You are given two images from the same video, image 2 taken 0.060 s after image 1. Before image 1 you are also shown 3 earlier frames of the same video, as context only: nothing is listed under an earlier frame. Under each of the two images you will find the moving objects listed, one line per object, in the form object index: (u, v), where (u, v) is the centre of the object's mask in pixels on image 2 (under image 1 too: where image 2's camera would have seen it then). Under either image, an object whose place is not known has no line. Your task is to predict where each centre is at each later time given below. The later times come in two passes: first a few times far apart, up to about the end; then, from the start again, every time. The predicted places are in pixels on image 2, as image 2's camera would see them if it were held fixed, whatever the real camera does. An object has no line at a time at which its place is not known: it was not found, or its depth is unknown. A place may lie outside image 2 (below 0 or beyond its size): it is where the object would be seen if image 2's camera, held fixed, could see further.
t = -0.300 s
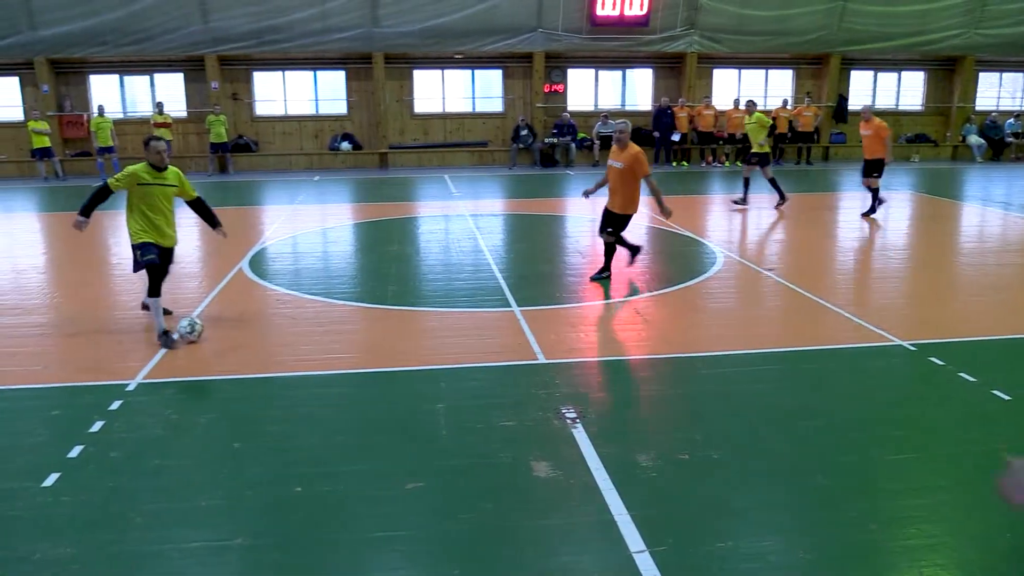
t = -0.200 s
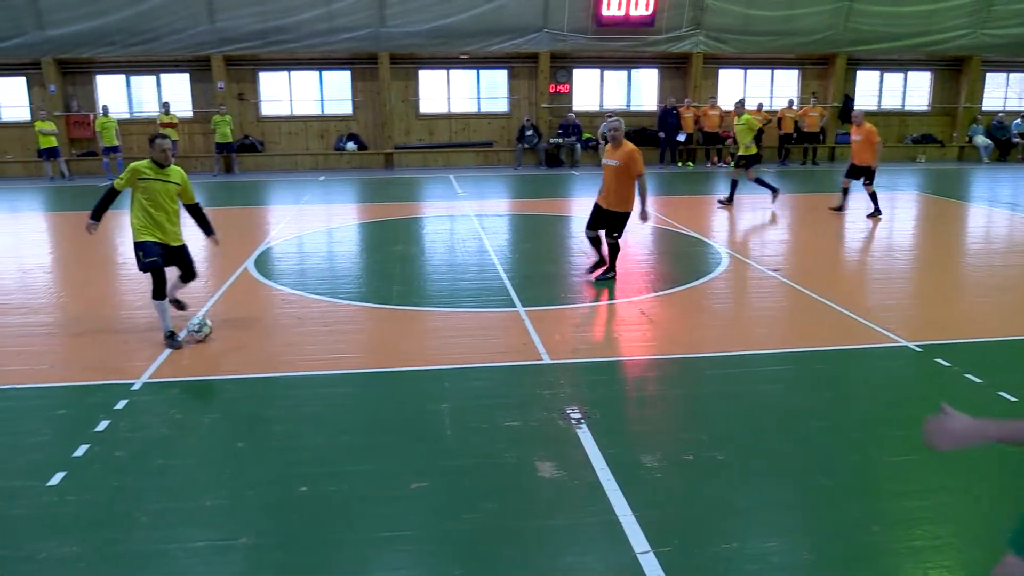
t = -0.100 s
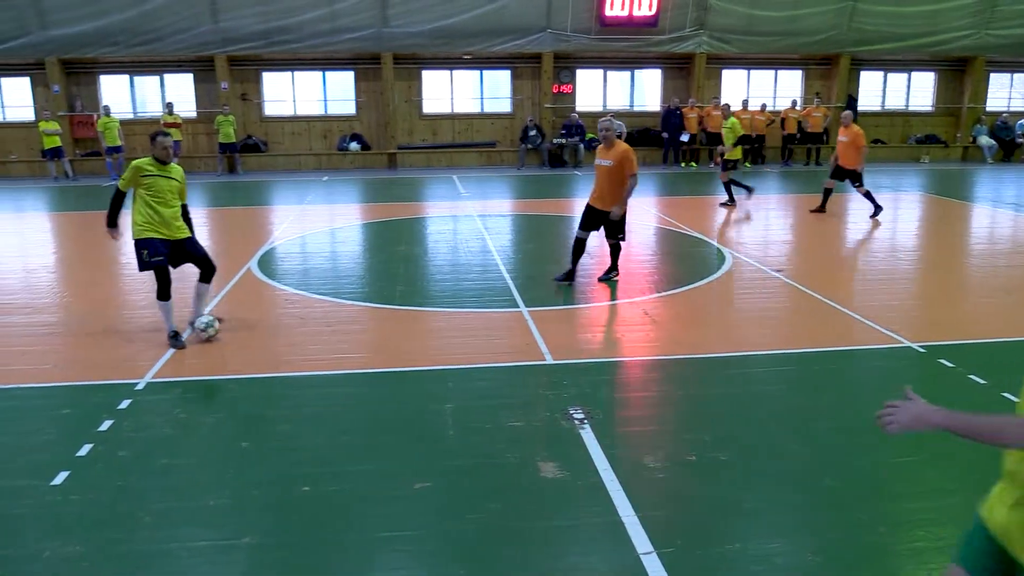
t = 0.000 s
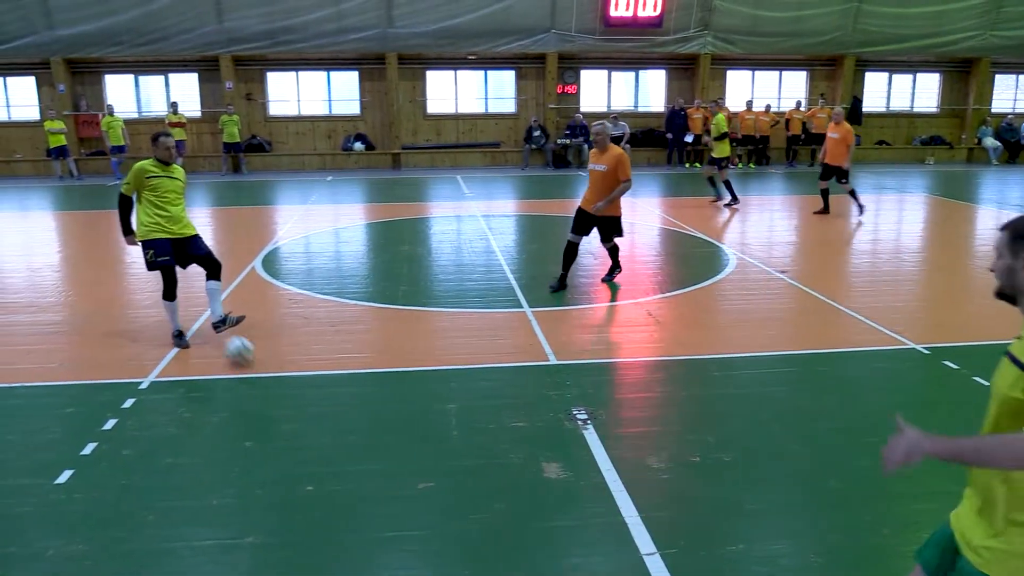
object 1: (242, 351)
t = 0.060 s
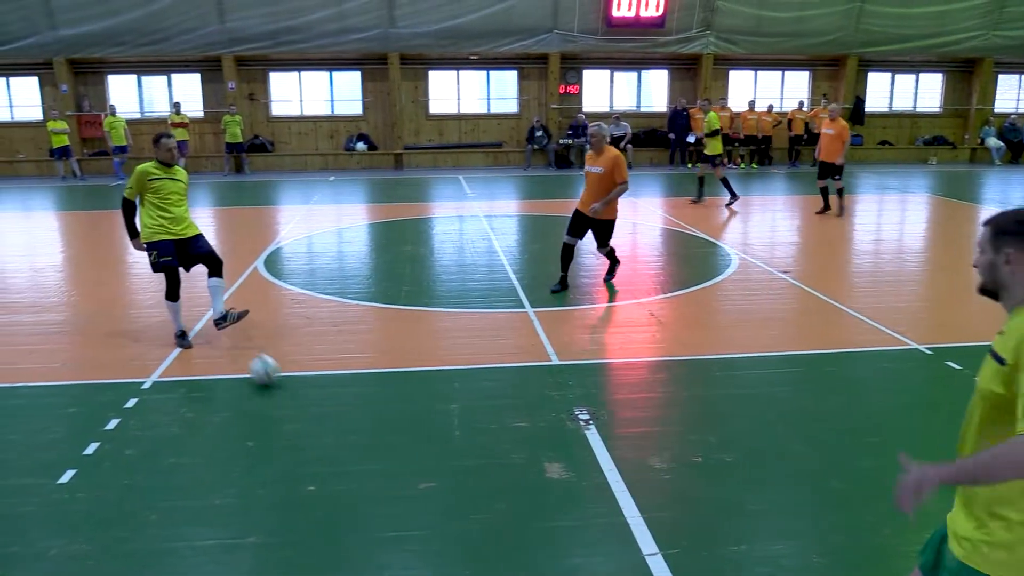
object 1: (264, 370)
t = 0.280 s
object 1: (373, 465)
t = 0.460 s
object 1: (499, 564)
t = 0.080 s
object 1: (272, 379)
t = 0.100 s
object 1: (280, 386)
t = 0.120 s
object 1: (289, 393)
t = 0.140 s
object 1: (299, 401)
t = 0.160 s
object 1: (308, 409)
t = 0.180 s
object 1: (319, 418)
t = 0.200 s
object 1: (328, 427)
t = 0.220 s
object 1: (339, 436)
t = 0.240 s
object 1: (349, 445)
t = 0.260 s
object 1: (361, 455)
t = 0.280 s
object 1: (373, 465)
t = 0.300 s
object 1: (385, 476)
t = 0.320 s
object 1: (399, 488)
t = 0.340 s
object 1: (412, 500)
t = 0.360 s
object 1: (424, 511)
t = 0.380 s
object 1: (439, 525)
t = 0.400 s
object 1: (453, 537)
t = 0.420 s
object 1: (468, 548)
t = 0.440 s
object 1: (483, 557)
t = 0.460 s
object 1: (499, 564)
